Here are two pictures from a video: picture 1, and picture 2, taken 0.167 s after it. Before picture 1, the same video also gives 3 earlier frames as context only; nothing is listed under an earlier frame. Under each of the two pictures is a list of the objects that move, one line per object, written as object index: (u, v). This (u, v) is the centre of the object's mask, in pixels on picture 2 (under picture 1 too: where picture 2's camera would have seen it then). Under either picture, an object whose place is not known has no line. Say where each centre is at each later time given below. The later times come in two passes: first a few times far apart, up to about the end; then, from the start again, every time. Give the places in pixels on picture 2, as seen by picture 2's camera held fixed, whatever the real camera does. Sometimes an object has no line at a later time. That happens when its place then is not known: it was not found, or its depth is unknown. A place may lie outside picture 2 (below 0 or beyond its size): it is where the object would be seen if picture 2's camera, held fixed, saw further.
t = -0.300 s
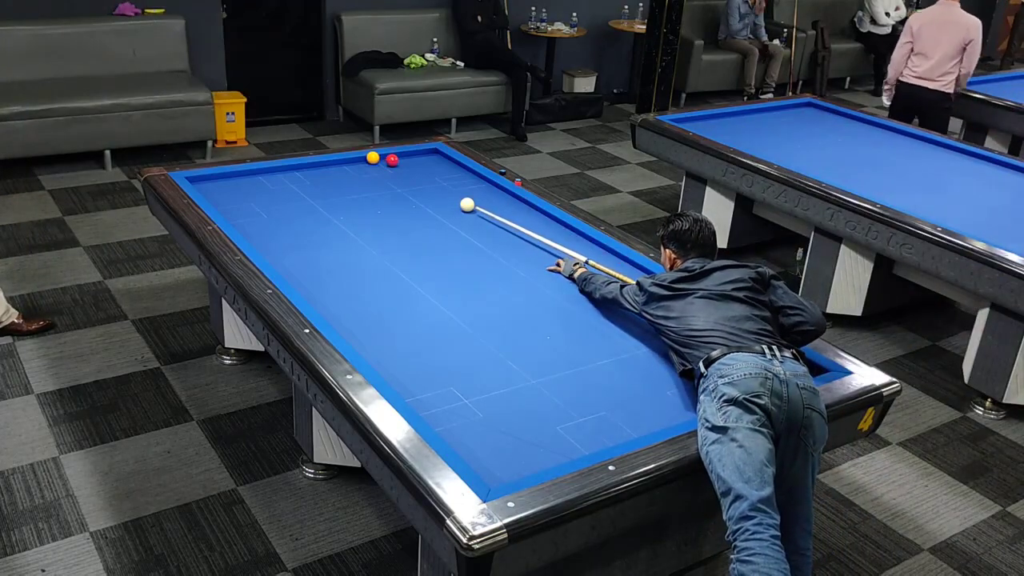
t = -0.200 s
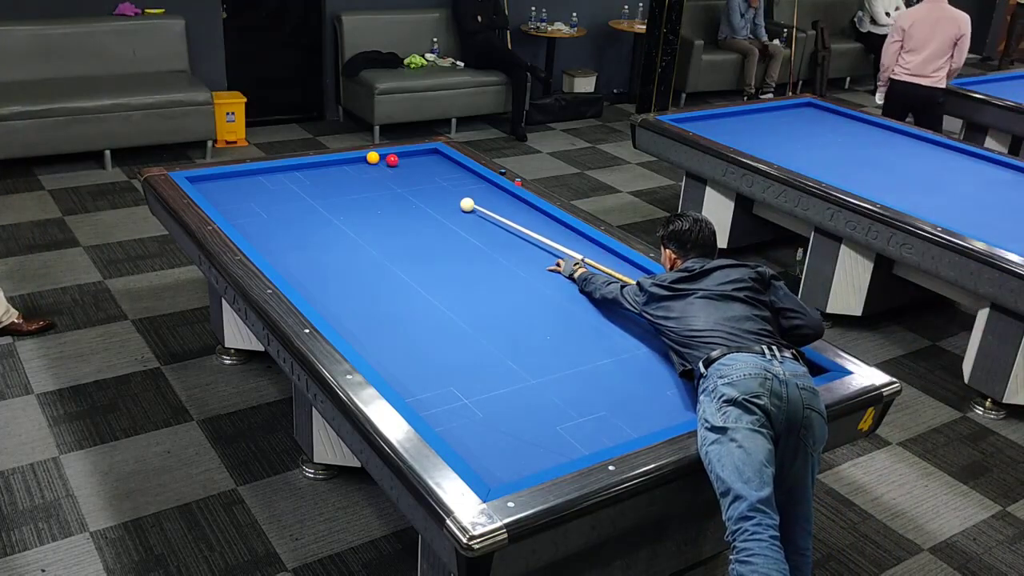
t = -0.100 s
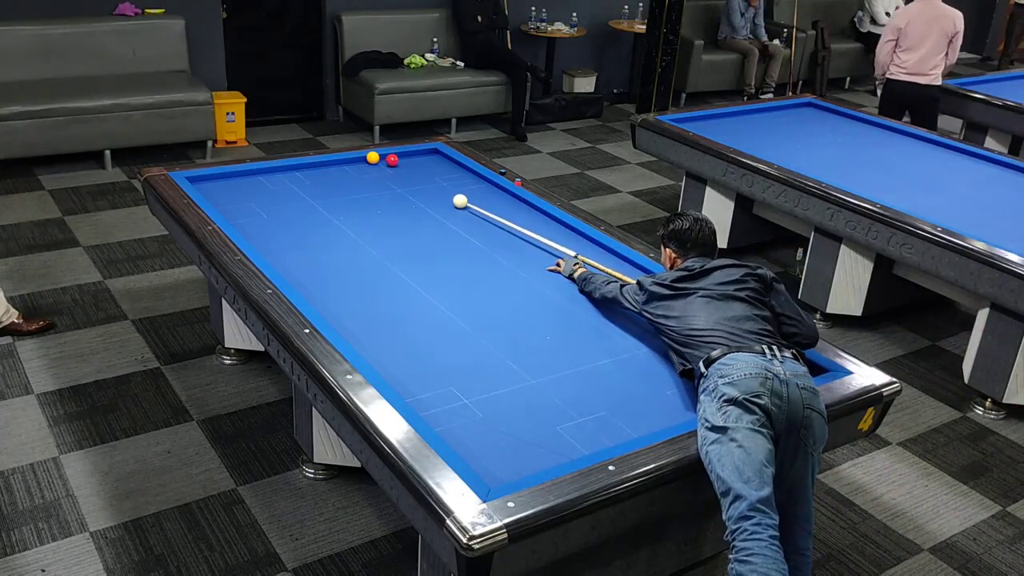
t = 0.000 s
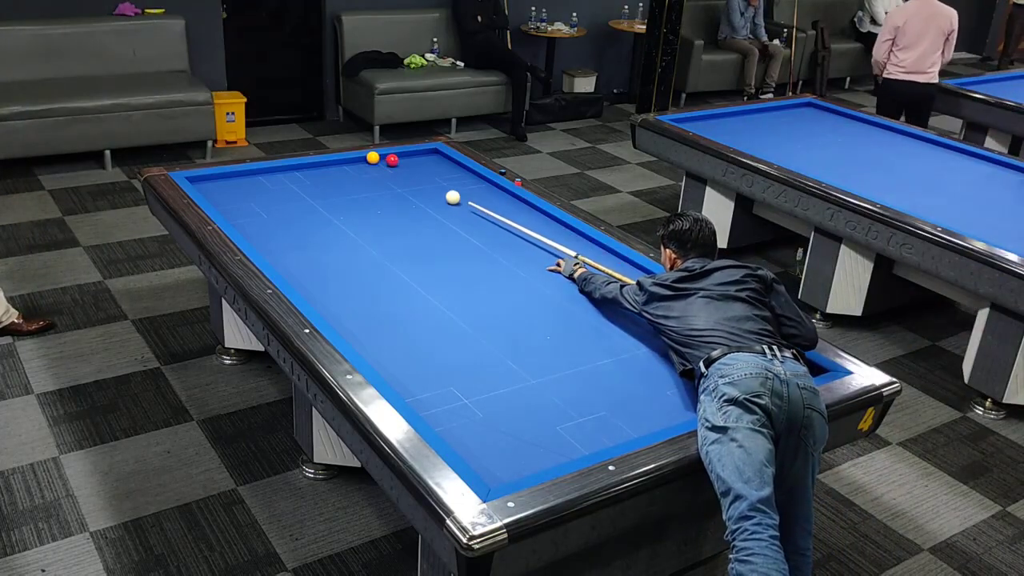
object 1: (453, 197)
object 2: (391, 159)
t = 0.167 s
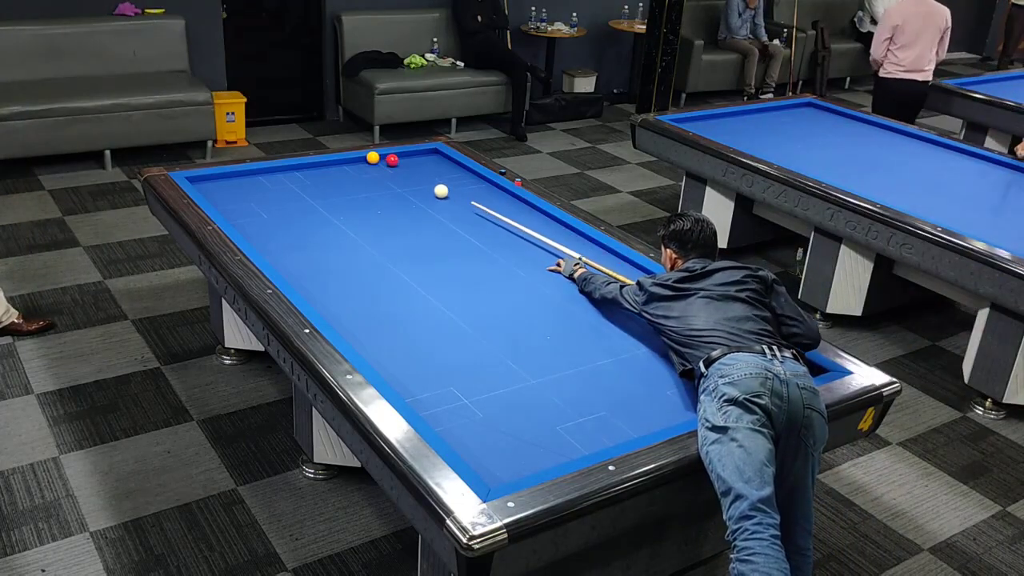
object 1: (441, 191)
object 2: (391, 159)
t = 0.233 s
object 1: (436, 189)
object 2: (391, 159)
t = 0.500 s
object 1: (419, 180)
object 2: (391, 159)
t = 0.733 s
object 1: (404, 172)
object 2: (391, 159)
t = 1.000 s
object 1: (389, 164)
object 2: (393, 157)
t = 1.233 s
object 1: (374, 162)
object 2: (393, 157)
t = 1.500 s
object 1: (362, 163)
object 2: (396, 155)
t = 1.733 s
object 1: (352, 165)
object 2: (402, 155)
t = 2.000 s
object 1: (340, 166)
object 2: (407, 156)
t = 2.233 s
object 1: (331, 168)
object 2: (411, 156)
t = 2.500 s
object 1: (320, 169)
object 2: (415, 157)
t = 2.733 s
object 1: (311, 170)
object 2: (419, 158)
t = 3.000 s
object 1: (302, 172)
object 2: (422, 159)
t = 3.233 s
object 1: (294, 173)
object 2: (424, 159)
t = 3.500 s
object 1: (285, 175)
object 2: (427, 159)
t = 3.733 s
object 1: (278, 176)
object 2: (428, 159)
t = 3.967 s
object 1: (271, 177)
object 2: (428, 159)
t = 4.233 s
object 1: (264, 178)
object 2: (429, 159)
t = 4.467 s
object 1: (258, 179)
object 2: (429, 159)
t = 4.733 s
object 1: (252, 180)
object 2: (429, 159)
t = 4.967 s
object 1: (247, 181)
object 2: (429, 159)
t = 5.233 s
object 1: (242, 181)
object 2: (429, 159)
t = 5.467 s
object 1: (237, 182)
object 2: (429, 159)
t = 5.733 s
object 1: (233, 182)
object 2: (429, 159)
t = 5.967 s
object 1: (231, 183)
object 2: (429, 159)
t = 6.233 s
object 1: (229, 183)
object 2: (429, 159)
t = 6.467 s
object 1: (227, 183)
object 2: (429, 159)
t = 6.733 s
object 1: (226, 183)
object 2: (429, 159)
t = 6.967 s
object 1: (226, 183)
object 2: (429, 159)
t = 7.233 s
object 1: (225, 183)
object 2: (429, 159)
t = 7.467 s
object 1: (225, 183)
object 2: (429, 160)
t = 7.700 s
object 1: (225, 184)
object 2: (429, 159)
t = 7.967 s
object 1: (225, 183)
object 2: (429, 159)
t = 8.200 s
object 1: (225, 184)
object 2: (429, 159)
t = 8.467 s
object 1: (225, 184)
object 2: (429, 160)
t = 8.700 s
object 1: (225, 184)
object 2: (429, 160)
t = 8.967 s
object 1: (225, 184)
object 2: (429, 159)
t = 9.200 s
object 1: (225, 184)
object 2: (429, 159)
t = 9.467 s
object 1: (225, 184)
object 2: (429, 159)
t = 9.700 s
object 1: (225, 184)
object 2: (429, 160)
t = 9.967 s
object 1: (225, 184)
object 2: (429, 159)
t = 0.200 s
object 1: (439, 190)
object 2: (391, 159)
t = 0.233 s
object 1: (436, 189)
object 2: (391, 159)
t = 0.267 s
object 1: (434, 188)
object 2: (391, 159)
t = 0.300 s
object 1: (432, 187)
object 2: (391, 159)
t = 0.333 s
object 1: (430, 185)
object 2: (391, 159)
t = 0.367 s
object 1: (428, 184)
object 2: (391, 159)
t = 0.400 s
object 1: (425, 183)
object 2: (391, 159)
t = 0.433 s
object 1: (423, 182)
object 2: (391, 159)
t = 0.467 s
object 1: (421, 181)
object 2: (391, 159)
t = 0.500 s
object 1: (419, 180)
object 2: (391, 159)
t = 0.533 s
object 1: (417, 179)
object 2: (391, 159)
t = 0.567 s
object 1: (415, 177)
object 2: (391, 159)
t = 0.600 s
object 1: (413, 177)
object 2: (391, 159)
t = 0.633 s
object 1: (411, 176)
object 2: (391, 159)
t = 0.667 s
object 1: (408, 174)
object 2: (391, 159)
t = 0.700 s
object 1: (407, 173)
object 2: (391, 159)
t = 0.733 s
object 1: (404, 172)
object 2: (391, 159)
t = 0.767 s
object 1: (402, 171)
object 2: (391, 159)
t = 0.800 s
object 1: (400, 170)
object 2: (391, 159)
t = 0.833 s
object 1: (398, 169)
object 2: (391, 159)
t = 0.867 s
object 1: (397, 168)
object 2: (391, 158)
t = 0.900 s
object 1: (395, 167)
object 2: (391, 157)
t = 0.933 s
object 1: (393, 166)
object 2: (390, 157)
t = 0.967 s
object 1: (391, 165)
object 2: (391, 157)
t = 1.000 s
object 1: (389, 164)
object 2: (393, 157)
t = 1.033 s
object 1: (387, 164)
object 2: (393, 158)
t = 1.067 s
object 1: (384, 163)
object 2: (393, 158)
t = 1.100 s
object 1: (382, 163)
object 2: (393, 158)
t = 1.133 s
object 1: (380, 163)
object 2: (393, 158)
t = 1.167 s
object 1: (378, 162)
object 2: (393, 158)
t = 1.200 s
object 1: (376, 162)
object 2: (393, 157)
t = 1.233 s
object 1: (374, 162)
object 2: (393, 157)
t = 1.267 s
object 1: (373, 162)
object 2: (394, 156)
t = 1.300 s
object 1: (371, 162)
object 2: (394, 156)
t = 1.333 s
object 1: (369, 163)
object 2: (394, 156)
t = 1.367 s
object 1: (368, 163)
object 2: (394, 155)
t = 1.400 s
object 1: (366, 163)
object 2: (394, 155)
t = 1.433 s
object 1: (365, 163)
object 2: (395, 155)
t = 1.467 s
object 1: (363, 163)
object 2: (396, 155)
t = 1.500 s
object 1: (362, 163)
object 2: (396, 155)
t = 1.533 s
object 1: (360, 164)
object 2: (397, 155)
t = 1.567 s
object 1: (359, 164)
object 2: (398, 155)
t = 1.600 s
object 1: (358, 164)
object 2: (399, 155)
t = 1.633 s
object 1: (356, 164)
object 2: (399, 155)
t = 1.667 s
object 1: (355, 164)
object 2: (400, 155)
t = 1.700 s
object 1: (353, 165)
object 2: (401, 155)
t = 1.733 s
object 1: (352, 165)
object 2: (402, 155)
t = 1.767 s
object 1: (350, 165)
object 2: (402, 155)
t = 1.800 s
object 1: (349, 165)
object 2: (403, 156)
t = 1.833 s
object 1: (347, 165)
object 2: (403, 156)
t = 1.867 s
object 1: (346, 166)
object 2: (404, 156)
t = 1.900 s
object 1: (344, 166)
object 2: (405, 156)
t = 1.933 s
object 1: (343, 166)
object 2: (405, 156)
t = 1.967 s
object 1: (342, 166)
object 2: (406, 156)
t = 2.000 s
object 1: (340, 166)
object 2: (407, 156)
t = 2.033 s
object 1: (339, 167)
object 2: (408, 156)
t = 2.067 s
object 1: (338, 167)
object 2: (408, 156)
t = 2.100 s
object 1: (336, 167)
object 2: (409, 157)
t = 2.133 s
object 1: (335, 167)
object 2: (410, 156)
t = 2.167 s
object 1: (333, 167)
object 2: (410, 156)
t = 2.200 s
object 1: (332, 167)
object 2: (411, 156)
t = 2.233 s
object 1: (331, 168)
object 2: (411, 156)
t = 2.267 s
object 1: (329, 168)
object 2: (412, 157)
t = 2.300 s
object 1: (328, 168)
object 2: (412, 157)
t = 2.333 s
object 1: (327, 168)
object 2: (413, 157)
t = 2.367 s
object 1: (325, 168)
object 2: (413, 157)
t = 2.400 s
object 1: (324, 169)
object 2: (414, 157)
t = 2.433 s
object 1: (323, 169)
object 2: (414, 157)
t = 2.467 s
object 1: (322, 169)
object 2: (415, 157)
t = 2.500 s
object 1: (320, 169)
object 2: (415, 157)
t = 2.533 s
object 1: (319, 169)
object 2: (416, 158)
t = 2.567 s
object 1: (318, 169)
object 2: (416, 158)
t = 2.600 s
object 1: (316, 170)
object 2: (417, 158)
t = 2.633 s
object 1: (315, 170)
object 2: (418, 158)
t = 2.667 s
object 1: (314, 170)
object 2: (418, 158)
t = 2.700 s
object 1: (312, 170)
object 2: (418, 158)
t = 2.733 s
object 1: (311, 170)
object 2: (419, 158)
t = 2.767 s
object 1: (310, 171)
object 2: (419, 158)
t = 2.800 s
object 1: (309, 171)
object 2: (420, 158)
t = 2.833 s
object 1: (308, 171)
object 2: (420, 158)
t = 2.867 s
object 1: (306, 171)
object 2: (421, 158)
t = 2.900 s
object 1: (305, 172)
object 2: (421, 158)
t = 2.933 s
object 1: (304, 172)
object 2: (421, 159)
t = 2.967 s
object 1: (303, 172)
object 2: (422, 159)
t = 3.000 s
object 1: (302, 172)
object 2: (422, 159)
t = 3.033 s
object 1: (301, 172)
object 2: (422, 159)
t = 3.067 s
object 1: (300, 172)
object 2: (423, 159)
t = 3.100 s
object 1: (298, 173)
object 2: (423, 159)
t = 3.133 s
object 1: (297, 173)
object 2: (423, 159)
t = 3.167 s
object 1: (296, 173)
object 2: (424, 159)
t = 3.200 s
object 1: (295, 173)
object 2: (424, 159)
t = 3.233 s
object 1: (294, 173)
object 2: (424, 159)
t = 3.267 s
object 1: (293, 173)
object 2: (424, 159)
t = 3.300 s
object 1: (292, 174)
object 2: (425, 159)
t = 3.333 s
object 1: (291, 174)
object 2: (425, 159)
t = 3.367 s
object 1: (290, 174)
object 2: (425, 159)
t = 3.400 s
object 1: (288, 174)
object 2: (425, 159)
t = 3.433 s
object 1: (287, 174)
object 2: (426, 159)
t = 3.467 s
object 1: (286, 175)
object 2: (426, 159)
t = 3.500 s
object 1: (285, 175)
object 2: (427, 159)
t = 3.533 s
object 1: (284, 175)
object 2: (427, 159)
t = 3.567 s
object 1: (283, 175)
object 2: (427, 159)
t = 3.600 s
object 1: (282, 175)
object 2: (427, 159)
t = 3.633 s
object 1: (281, 176)
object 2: (427, 159)
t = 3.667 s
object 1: (280, 176)
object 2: (428, 159)
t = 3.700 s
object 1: (279, 176)
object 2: (428, 159)
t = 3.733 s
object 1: (278, 176)
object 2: (428, 159)
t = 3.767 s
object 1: (277, 176)
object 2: (428, 159)
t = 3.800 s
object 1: (276, 176)
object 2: (428, 159)
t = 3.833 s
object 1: (275, 177)
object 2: (428, 159)
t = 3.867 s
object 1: (274, 177)
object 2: (428, 159)
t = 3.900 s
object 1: (273, 177)
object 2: (428, 159)
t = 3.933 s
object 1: (272, 177)
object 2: (428, 159)
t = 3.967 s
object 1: (271, 177)
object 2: (428, 159)
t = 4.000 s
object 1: (270, 177)
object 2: (428, 159)
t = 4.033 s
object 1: (269, 177)
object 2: (429, 159)
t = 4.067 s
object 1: (269, 178)
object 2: (429, 159)
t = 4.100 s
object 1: (267, 178)
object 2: (429, 159)
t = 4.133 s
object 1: (267, 178)
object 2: (429, 159)
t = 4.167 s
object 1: (266, 178)
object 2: (429, 159)
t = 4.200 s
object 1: (265, 178)
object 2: (429, 159)
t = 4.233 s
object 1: (264, 178)
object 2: (429, 159)
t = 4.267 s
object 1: (263, 178)
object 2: (429, 159)
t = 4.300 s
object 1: (262, 178)
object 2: (429, 159)
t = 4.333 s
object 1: (261, 179)
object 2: (429, 159)
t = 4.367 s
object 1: (261, 179)
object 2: (429, 159)
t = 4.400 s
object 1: (260, 179)
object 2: (429, 159)
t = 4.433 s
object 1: (259, 179)
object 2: (429, 159)
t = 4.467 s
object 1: (258, 179)
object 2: (429, 159)
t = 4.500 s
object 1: (257, 179)
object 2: (429, 159)
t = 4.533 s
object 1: (257, 179)
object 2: (429, 160)
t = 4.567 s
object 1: (256, 179)
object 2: (429, 159)
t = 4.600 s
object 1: (255, 180)
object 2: (429, 159)
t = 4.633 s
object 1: (254, 180)
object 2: (429, 159)
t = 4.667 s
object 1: (253, 180)
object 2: (429, 159)
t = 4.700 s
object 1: (253, 180)
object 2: (429, 159)
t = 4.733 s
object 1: (252, 180)
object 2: (429, 159)
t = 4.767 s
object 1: (251, 180)
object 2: (429, 159)
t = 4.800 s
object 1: (251, 180)
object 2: (429, 159)
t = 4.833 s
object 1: (250, 180)
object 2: (429, 159)
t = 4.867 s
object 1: (249, 180)
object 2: (429, 159)
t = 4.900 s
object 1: (248, 181)
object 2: (429, 159)
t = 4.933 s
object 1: (248, 181)
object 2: (429, 159)
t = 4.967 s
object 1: (247, 181)
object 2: (429, 159)
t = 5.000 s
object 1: (246, 181)
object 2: (429, 159)
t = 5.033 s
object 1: (245, 181)
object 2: (429, 159)
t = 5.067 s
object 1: (245, 181)
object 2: (429, 159)
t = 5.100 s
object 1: (244, 181)
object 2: (429, 159)
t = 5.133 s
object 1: (244, 181)
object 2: (429, 159)
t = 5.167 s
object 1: (243, 181)
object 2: (429, 159)
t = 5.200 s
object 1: (242, 181)
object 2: (429, 159)
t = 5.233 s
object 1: (242, 181)
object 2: (429, 159)
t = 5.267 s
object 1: (240, 182)
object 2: (429, 159)
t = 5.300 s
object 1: (240, 182)
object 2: (429, 159)
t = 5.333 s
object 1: (239, 182)
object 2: (429, 159)
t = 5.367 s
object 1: (239, 182)
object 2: (429, 159)
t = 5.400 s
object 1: (238, 182)
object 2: (429, 159)
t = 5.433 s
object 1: (238, 182)
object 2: (429, 160)
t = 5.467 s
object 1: (237, 182)
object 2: (429, 159)
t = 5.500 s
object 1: (237, 182)
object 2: (429, 159)
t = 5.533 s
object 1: (236, 182)
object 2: (429, 159)
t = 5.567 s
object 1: (236, 182)
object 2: (429, 159)
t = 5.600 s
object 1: (235, 182)
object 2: (429, 159)
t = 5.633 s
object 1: (235, 182)
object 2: (429, 159)
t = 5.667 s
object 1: (234, 182)
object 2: (429, 159)
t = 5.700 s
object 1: (234, 182)
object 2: (429, 159)
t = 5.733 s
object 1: (233, 182)
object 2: (429, 159)
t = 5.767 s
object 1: (233, 182)
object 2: (429, 159)
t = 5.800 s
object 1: (233, 183)
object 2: (429, 159)
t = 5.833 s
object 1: (232, 183)
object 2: (429, 159)
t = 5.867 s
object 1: (232, 183)
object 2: (429, 159)
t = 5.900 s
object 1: (232, 183)
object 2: (429, 159)
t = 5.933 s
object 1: (231, 183)
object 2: (429, 159)
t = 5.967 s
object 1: (231, 183)
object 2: (429, 159)
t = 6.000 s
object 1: (231, 183)
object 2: (429, 159)
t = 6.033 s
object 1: (230, 183)
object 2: (429, 159)
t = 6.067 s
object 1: (230, 183)
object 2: (429, 159)
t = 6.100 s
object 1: (229, 183)
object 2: (429, 159)
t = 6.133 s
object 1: (229, 183)
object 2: (429, 159)
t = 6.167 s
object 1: (229, 183)
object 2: (429, 159)
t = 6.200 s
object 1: (229, 183)
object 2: (429, 159)
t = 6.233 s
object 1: (229, 183)
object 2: (429, 159)
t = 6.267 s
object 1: (228, 183)
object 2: (429, 159)
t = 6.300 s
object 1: (228, 183)
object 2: (429, 159)
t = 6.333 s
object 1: (228, 183)
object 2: (429, 159)
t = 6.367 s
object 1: (227, 183)
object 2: (429, 159)
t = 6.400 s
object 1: (227, 183)
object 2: (429, 159)
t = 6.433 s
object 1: (227, 183)
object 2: (429, 159)
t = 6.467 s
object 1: (227, 183)
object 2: (429, 159)
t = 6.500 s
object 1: (227, 183)
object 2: (429, 159)
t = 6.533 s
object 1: (227, 183)
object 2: (429, 159)
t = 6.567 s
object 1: (227, 183)
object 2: (429, 159)
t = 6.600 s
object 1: (226, 183)
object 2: (429, 159)
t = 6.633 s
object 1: (226, 183)
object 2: (429, 159)
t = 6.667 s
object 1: (226, 183)
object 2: (429, 159)
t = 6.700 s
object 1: (226, 183)
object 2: (429, 159)
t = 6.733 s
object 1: (226, 183)
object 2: (429, 159)
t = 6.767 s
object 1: (226, 183)
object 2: (429, 159)
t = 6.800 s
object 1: (226, 183)
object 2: (429, 159)
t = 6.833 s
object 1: (225, 183)
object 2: (429, 160)
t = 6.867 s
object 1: (225, 183)
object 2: (429, 159)
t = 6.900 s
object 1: (226, 183)
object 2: (429, 159)
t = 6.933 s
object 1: (225, 183)
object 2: (429, 160)
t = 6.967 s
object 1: (226, 183)
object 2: (429, 159)
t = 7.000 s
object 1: (225, 183)
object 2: (429, 159)
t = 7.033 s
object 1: (225, 183)
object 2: (429, 159)
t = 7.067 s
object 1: (226, 183)
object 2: (429, 159)
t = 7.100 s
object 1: (225, 183)
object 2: (429, 160)
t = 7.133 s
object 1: (225, 183)
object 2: (429, 160)
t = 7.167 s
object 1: (225, 183)
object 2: (429, 159)
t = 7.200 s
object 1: (226, 183)
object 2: (429, 160)
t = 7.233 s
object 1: (225, 183)
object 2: (429, 159)
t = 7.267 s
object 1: (226, 183)
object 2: (429, 159)
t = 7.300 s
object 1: (225, 183)
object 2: (429, 159)
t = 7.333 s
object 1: (225, 183)
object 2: (429, 159)
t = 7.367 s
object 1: (225, 183)
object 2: (429, 160)
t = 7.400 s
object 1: (225, 183)
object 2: (429, 159)
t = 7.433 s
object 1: (225, 183)
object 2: (429, 159)
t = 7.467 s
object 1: (225, 183)
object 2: (429, 160)
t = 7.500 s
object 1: (225, 184)
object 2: (429, 159)
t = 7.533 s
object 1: (225, 184)
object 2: (429, 159)
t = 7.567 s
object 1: (225, 184)
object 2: (429, 160)
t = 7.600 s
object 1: (225, 184)
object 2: (429, 159)
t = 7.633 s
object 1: (225, 184)
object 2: (429, 159)
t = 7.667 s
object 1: (226, 183)
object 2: (429, 160)
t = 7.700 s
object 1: (225, 184)
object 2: (429, 159)
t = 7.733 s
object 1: (225, 184)
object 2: (429, 159)
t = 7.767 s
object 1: (225, 183)
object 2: (429, 159)
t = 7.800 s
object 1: (226, 183)
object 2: (429, 159)
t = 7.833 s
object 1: (225, 184)
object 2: (429, 160)
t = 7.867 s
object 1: (226, 183)
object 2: (429, 159)
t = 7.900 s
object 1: (225, 183)
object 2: (429, 159)
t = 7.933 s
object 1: (225, 183)
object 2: (429, 159)
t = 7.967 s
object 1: (225, 183)
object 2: (429, 159)
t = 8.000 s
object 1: (225, 183)
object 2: (429, 159)
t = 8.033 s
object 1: (225, 183)
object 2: (429, 159)
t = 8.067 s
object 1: (225, 183)
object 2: (429, 159)
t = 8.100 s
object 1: (225, 184)
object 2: (429, 159)
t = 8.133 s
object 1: (225, 184)
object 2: (429, 159)
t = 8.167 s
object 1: (225, 183)
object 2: (429, 159)
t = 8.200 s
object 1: (225, 184)
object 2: (429, 159)
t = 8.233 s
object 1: (225, 184)
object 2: (429, 159)
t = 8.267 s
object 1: (225, 184)
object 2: (429, 159)
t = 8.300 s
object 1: (225, 184)
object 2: (429, 159)
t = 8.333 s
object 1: (225, 184)
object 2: (429, 159)
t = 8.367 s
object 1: (225, 184)
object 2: (429, 159)
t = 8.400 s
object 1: (225, 183)
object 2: (429, 159)
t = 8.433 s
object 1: (225, 183)
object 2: (429, 159)
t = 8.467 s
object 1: (225, 184)
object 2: (429, 160)
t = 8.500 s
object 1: (225, 184)
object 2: (429, 159)
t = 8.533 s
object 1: (226, 183)
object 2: (429, 159)
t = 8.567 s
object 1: (225, 183)
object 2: (429, 159)
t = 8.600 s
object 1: (225, 183)
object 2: (429, 160)
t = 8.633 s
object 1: (225, 183)
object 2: (429, 159)
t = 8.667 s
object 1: (225, 184)
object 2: (429, 159)
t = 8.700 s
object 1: (225, 184)
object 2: (429, 160)
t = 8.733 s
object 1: (225, 184)
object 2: (429, 159)
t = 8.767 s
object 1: (225, 184)
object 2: (429, 159)
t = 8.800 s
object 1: (225, 183)
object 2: (429, 160)
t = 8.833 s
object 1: (225, 184)
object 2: (429, 160)
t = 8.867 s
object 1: (225, 184)
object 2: (429, 159)
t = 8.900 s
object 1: (225, 184)
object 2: (429, 159)
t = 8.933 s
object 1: (225, 184)
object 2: (429, 160)
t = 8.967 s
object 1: (225, 184)
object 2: (429, 159)
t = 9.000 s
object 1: (225, 184)
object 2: (429, 159)
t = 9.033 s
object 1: (225, 184)
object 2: (429, 159)
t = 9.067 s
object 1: (225, 184)
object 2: (429, 159)
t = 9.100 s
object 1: (225, 184)
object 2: (429, 159)
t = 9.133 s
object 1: (225, 184)
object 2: (429, 159)
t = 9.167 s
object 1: (225, 184)
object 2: (429, 159)
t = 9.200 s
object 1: (225, 184)
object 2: (429, 159)
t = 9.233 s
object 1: (225, 184)
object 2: (429, 159)
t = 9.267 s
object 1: (226, 183)
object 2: (429, 159)
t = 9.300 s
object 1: (225, 184)
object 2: (429, 159)
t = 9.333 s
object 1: (225, 184)
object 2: (429, 160)
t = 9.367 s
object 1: (225, 184)
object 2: (429, 159)
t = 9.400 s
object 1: (225, 184)
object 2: (429, 159)
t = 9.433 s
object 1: (225, 184)
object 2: (429, 159)
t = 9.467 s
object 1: (225, 184)
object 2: (429, 159)
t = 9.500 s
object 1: (225, 184)
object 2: (429, 159)
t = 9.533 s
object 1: (225, 184)
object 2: (429, 159)
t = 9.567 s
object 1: (225, 184)
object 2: (429, 159)
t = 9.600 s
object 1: (225, 184)
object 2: (429, 160)
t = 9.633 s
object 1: (225, 184)
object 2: (429, 160)
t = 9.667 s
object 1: (225, 184)
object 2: (429, 160)
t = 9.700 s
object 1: (225, 184)
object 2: (429, 160)
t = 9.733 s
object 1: (225, 184)
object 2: (429, 160)
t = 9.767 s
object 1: (225, 184)
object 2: (429, 160)
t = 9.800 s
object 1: (225, 184)
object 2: (429, 159)
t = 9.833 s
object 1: (225, 184)
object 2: (429, 159)
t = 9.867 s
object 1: (225, 184)
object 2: (429, 159)
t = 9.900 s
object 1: (225, 184)
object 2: (429, 159)
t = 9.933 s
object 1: (225, 184)
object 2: (429, 159)
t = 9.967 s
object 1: (225, 184)
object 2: (429, 159)
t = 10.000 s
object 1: (225, 184)
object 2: (429, 159)
